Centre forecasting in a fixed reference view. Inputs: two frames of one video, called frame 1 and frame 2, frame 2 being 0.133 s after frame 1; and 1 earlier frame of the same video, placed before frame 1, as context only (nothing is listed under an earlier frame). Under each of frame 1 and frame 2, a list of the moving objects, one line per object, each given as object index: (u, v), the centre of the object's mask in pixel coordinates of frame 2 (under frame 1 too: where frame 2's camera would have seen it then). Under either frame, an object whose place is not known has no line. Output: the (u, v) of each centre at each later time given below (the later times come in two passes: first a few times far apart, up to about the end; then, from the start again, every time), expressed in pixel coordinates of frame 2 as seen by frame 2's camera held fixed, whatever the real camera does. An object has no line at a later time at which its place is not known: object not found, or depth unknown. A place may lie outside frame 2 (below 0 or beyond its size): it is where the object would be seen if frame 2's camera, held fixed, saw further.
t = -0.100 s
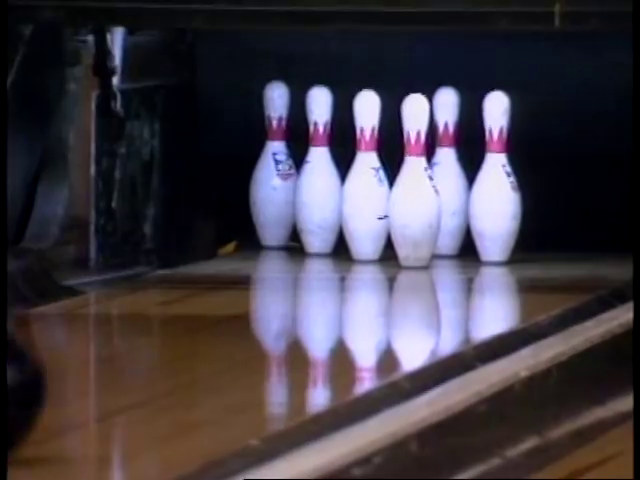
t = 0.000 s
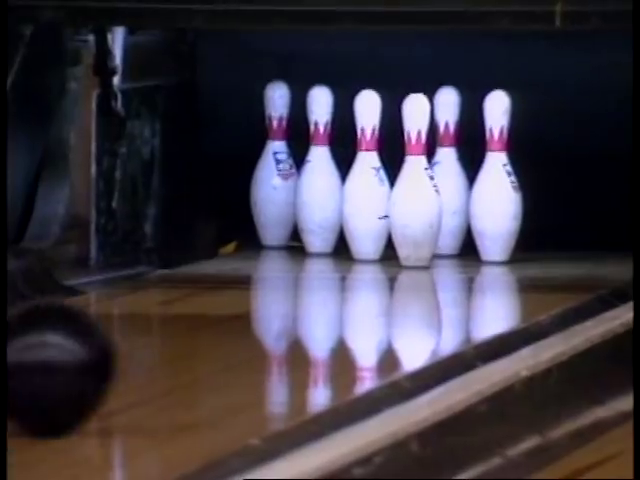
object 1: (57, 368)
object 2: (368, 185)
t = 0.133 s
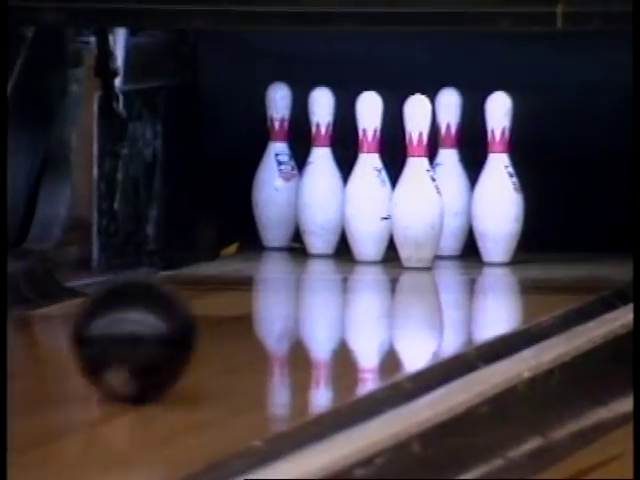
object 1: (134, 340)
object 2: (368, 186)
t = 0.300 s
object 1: (221, 305)
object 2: (368, 185)
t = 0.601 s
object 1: (345, 259)
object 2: (369, 160)
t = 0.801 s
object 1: (412, 232)
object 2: (365, 172)
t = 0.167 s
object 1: (153, 331)
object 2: (368, 186)
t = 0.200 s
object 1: (172, 325)
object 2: (368, 186)
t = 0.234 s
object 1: (189, 319)
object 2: (368, 185)
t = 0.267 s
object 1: (206, 311)
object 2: (368, 185)
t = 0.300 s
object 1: (221, 305)
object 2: (368, 185)
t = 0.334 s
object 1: (237, 299)
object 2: (368, 185)
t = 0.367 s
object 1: (253, 293)
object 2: (368, 185)
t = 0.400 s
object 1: (267, 287)
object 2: (368, 185)
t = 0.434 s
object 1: (282, 282)
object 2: (368, 186)
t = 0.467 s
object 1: (295, 277)
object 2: (368, 186)
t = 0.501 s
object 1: (308, 272)
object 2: (368, 184)
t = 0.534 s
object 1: (320, 268)
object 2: (369, 178)
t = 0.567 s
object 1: (333, 263)
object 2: (370, 169)
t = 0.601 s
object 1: (345, 259)
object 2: (369, 160)
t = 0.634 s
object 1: (357, 254)
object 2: (369, 154)
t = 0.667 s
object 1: (368, 250)
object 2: (368, 151)
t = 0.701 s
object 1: (380, 245)
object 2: (368, 150)
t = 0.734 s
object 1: (391, 241)
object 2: (367, 151)
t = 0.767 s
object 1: (402, 236)
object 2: (365, 161)
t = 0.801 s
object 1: (412, 232)
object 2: (365, 172)
